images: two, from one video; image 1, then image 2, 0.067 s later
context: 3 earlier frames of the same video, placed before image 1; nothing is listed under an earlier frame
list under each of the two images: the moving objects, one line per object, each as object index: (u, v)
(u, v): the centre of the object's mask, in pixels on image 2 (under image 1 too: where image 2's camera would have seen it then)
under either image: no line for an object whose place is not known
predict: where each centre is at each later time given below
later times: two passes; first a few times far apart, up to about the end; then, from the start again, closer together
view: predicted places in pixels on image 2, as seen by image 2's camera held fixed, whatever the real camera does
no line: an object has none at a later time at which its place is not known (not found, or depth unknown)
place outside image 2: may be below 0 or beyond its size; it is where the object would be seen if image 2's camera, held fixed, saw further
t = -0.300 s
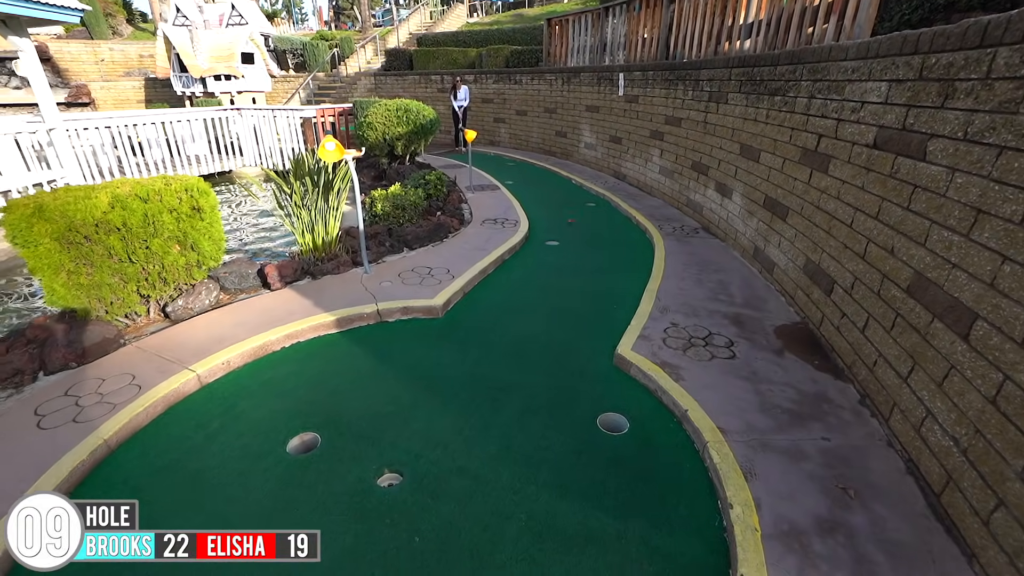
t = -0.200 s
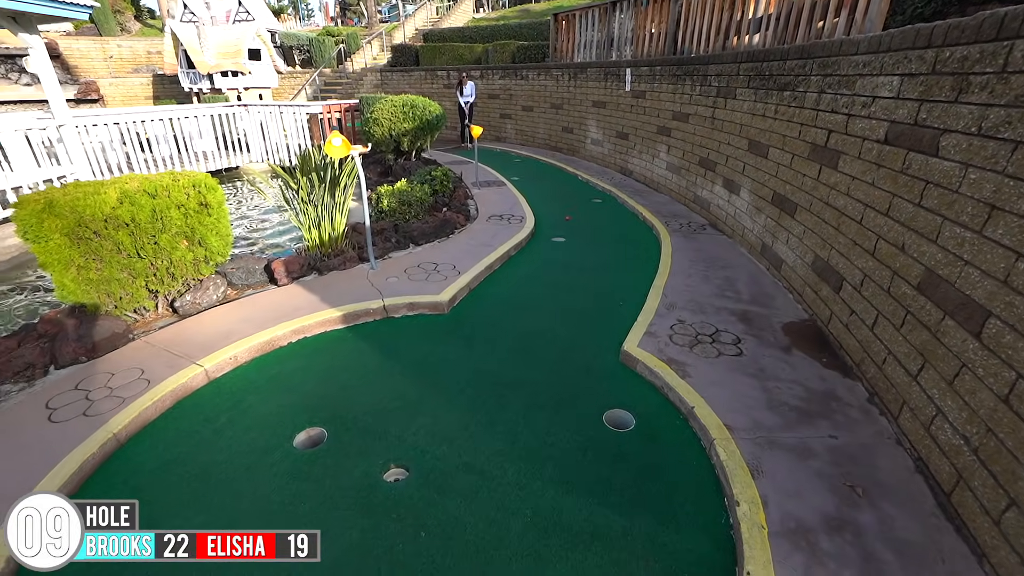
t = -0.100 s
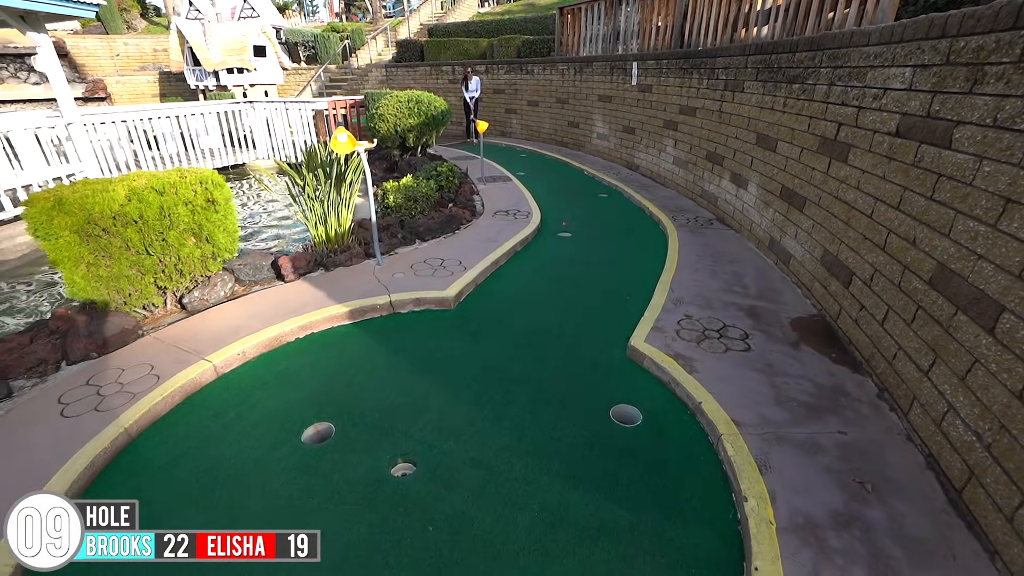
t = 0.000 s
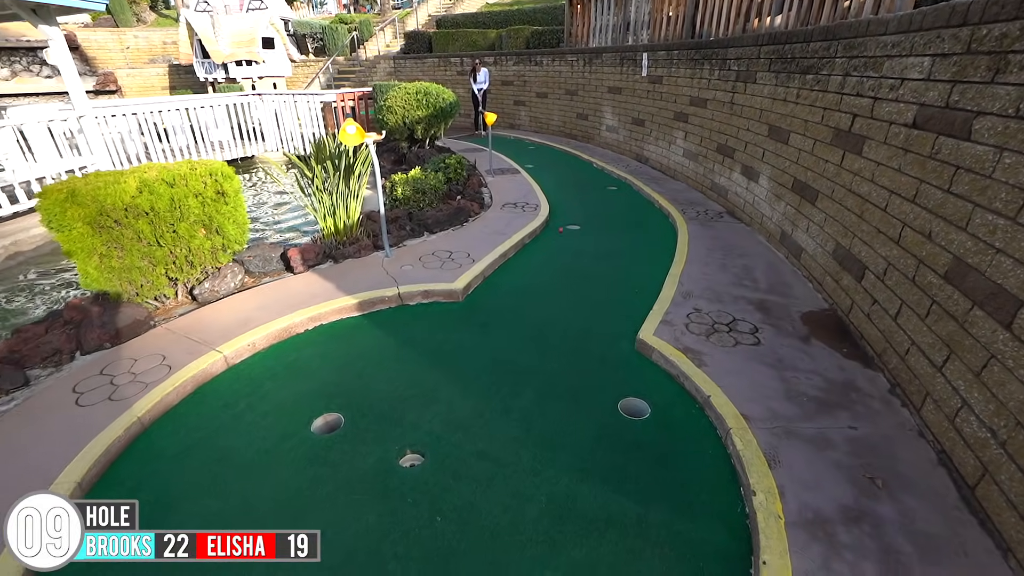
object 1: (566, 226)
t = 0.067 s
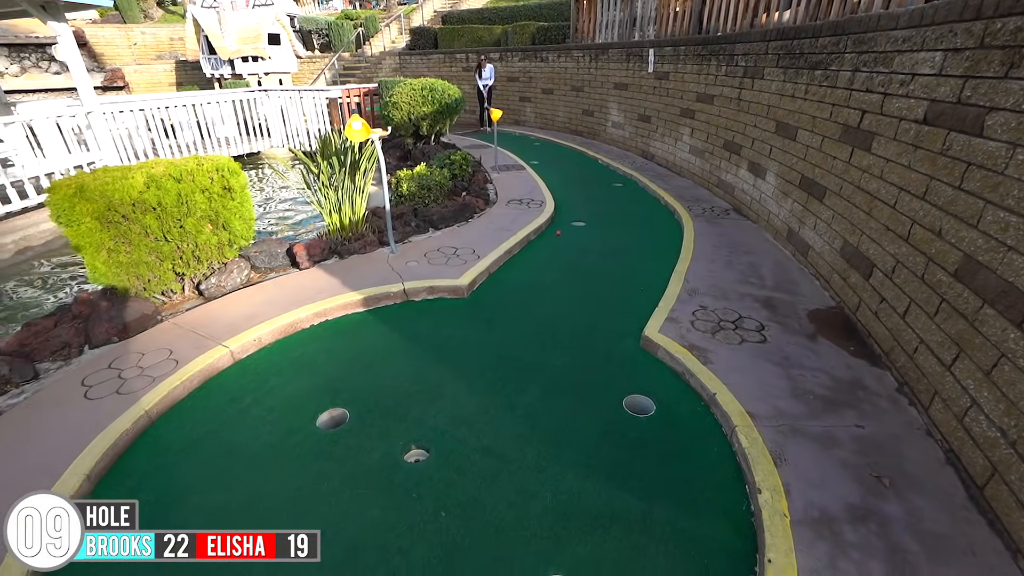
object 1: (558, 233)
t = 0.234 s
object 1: (537, 256)
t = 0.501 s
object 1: (491, 297)
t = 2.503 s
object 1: (444, 373)
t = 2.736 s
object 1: (472, 350)
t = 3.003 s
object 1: (498, 331)
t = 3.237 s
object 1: (515, 317)
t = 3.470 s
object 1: (530, 307)
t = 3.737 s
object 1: (544, 298)
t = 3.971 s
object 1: (556, 291)
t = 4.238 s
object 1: (565, 283)
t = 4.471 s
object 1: (572, 277)
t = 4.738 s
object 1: (579, 271)
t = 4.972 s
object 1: (584, 265)
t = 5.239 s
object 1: (588, 259)
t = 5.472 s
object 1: (590, 254)
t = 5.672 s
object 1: (592, 249)
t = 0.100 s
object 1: (555, 238)
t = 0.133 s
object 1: (550, 243)
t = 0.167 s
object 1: (546, 246)
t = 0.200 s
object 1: (541, 250)
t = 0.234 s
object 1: (537, 256)
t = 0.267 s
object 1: (532, 259)
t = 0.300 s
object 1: (527, 263)
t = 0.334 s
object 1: (521, 269)
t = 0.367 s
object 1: (516, 274)
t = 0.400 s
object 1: (510, 279)
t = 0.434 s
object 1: (504, 285)
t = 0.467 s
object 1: (497, 291)
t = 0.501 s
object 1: (491, 297)
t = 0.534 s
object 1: (483, 304)
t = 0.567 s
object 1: (476, 311)
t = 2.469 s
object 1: (439, 377)
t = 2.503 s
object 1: (444, 373)
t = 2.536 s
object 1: (448, 369)
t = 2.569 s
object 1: (453, 365)
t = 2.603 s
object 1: (457, 362)
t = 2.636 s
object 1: (461, 359)
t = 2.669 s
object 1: (465, 356)
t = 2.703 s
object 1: (468, 353)
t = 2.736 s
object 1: (472, 350)
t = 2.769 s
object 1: (475, 348)
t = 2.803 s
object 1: (479, 345)
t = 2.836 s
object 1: (482, 342)
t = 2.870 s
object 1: (486, 340)
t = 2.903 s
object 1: (489, 338)
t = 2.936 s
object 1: (491, 335)
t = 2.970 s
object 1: (495, 333)
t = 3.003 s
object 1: (498, 331)
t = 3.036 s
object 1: (500, 328)
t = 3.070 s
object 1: (503, 326)
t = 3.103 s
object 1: (505, 325)
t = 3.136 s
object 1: (508, 323)
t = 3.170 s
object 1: (510, 321)
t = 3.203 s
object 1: (513, 319)
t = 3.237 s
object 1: (515, 317)
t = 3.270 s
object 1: (517, 315)
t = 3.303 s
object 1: (519, 314)
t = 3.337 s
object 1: (521, 312)
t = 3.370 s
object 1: (523, 311)
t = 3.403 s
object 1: (526, 309)
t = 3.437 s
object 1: (527, 308)
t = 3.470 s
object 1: (530, 307)
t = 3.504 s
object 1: (532, 305)
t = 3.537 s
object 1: (534, 304)
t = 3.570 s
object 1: (536, 303)
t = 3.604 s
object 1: (537, 302)
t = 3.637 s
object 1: (539, 301)
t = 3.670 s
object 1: (541, 300)
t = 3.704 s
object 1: (542, 299)
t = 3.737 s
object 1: (544, 298)
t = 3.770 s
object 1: (546, 297)
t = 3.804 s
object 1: (548, 296)
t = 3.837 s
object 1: (550, 294)
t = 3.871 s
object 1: (552, 294)
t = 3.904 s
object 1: (553, 293)
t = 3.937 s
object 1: (554, 292)
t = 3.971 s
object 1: (556, 291)
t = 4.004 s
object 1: (557, 290)
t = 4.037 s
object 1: (558, 289)
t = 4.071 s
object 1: (560, 288)
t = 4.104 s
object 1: (561, 287)
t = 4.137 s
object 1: (562, 286)
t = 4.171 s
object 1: (563, 285)
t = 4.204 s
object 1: (564, 284)
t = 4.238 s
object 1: (565, 283)
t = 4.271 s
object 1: (566, 282)
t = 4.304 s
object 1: (567, 282)
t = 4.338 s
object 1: (568, 281)
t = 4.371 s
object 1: (570, 280)
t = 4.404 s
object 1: (570, 279)
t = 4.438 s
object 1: (571, 278)
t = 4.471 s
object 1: (572, 277)
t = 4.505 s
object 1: (573, 276)
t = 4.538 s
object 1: (574, 276)
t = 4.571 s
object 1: (575, 275)
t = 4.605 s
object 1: (576, 274)
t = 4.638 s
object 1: (577, 273)
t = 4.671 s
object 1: (578, 273)
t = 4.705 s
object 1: (579, 272)
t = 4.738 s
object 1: (579, 271)
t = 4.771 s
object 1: (580, 270)
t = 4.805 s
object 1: (581, 269)
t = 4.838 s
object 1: (581, 268)
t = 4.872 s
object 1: (582, 267)
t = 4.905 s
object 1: (583, 267)
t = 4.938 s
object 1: (584, 266)
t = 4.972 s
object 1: (584, 265)
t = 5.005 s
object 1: (585, 265)
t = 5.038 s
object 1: (585, 264)
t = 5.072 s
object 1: (586, 263)
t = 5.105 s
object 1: (586, 262)
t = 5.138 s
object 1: (587, 261)
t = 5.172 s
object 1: (587, 261)
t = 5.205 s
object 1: (588, 260)
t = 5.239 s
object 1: (588, 259)
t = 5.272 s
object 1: (588, 258)
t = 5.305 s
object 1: (589, 258)
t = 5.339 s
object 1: (589, 257)
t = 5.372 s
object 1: (589, 256)
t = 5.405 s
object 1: (590, 255)
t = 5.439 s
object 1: (590, 255)
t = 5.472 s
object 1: (590, 254)
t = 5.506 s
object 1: (591, 253)
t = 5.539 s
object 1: (591, 252)
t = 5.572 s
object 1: (591, 251)
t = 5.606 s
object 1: (592, 251)
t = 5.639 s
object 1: (592, 250)
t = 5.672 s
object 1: (592, 249)
